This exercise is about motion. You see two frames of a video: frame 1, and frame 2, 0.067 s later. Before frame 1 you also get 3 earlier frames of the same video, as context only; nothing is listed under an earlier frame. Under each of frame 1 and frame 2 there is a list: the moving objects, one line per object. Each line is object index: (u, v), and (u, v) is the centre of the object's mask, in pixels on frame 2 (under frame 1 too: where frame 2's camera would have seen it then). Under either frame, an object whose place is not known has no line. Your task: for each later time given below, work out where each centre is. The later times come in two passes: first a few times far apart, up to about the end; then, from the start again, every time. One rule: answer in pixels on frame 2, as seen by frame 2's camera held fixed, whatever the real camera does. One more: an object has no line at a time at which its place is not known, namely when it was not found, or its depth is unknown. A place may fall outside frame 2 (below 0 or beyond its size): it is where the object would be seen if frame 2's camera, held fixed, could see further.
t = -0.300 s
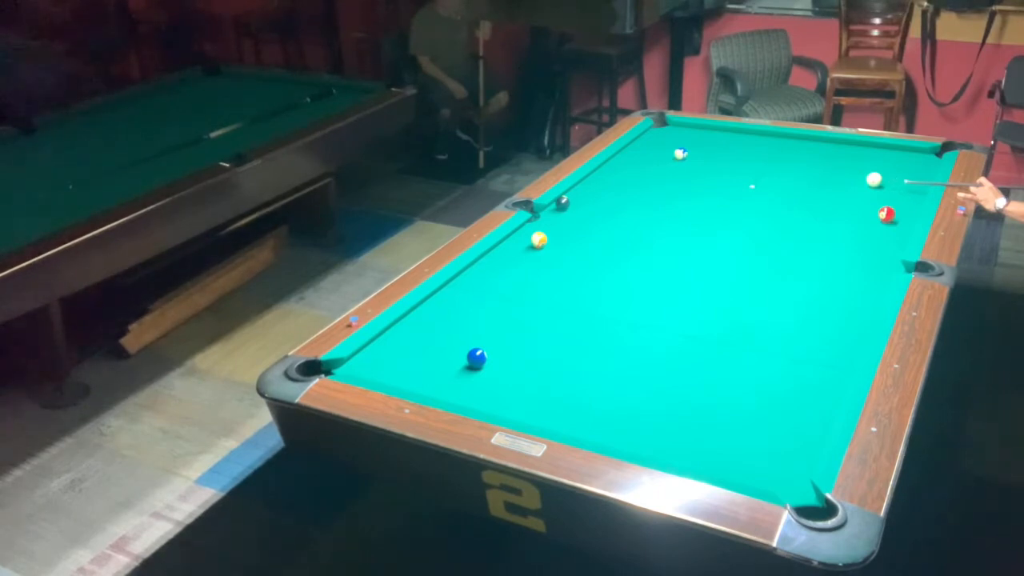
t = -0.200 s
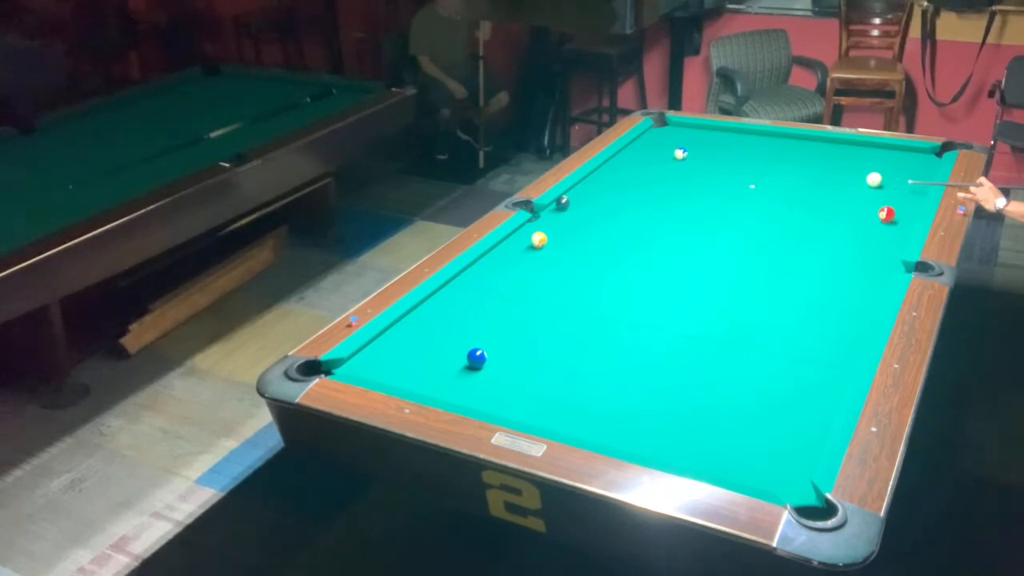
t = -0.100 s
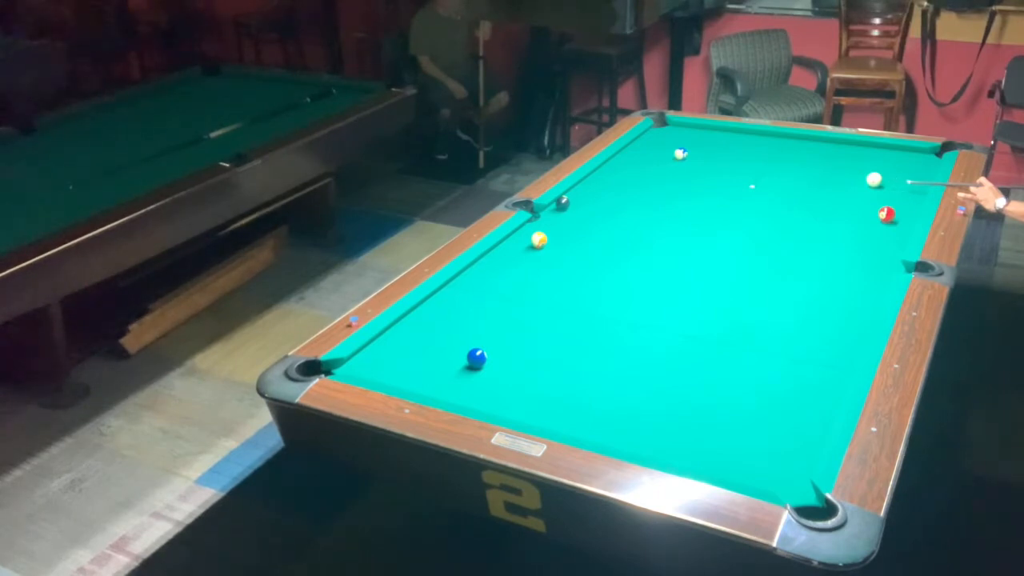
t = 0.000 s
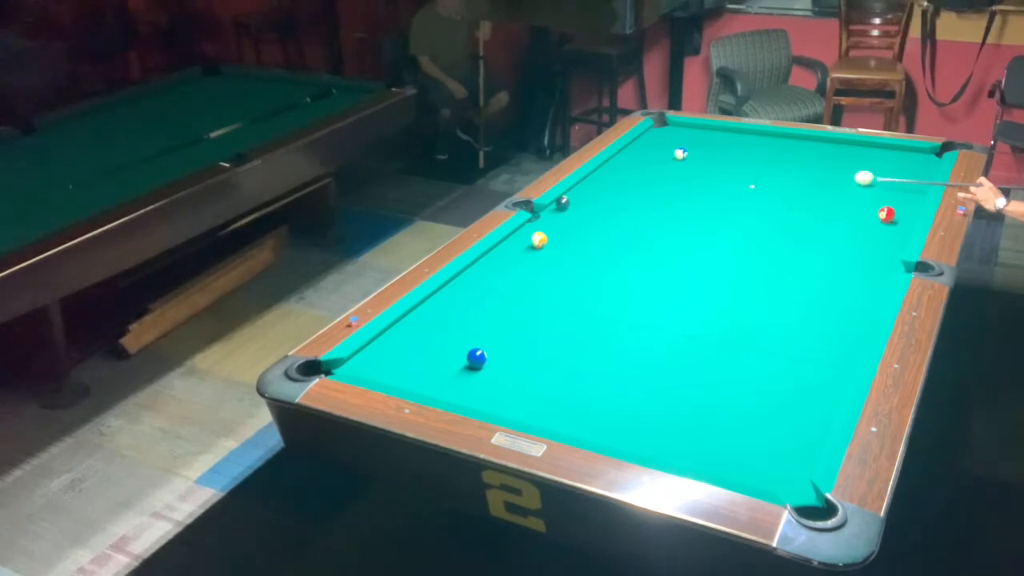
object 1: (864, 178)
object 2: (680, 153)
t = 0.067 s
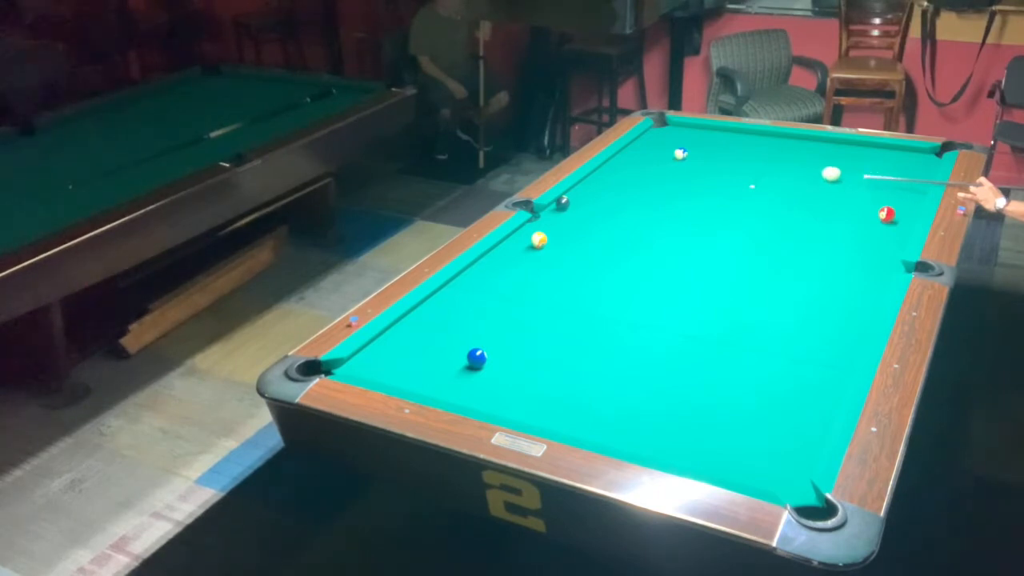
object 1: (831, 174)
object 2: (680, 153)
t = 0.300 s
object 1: (740, 162)
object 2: (680, 153)
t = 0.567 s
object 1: (683, 157)
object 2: (650, 146)
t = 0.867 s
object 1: (651, 158)
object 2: (663, 144)
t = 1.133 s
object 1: (625, 159)
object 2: (696, 146)
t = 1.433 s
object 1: (620, 162)
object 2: (735, 148)
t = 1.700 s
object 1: (629, 166)
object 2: (768, 149)
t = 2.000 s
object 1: (640, 171)
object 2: (804, 151)
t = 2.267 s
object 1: (649, 174)
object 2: (835, 152)
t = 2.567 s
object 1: (658, 178)
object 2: (870, 154)
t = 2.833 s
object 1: (665, 180)
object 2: (899, 155)
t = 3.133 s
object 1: (672, 183)
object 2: (928, 157)
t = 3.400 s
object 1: (678, 185)
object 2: (923, 156)
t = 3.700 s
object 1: (682, 187)
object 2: (908, 153)
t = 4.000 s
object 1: (684, 189)
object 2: (894, 150)
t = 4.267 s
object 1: (685, 190)
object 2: (882, 149)
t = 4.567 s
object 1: (685, 190)
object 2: (873, 147)
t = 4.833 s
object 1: (685, 190)
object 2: (867, 146)
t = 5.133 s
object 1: (685, 190)
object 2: (861, 145)
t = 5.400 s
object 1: (685, 190)
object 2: (856, 145)
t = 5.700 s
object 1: (685, 190)
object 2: (853, 143)
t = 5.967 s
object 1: (685, 190)
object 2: (851, 143)
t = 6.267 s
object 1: (685, 190)
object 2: (850, 144)
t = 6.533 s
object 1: (685, 190)
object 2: (850, 144)
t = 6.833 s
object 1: (685, 190)
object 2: (850, 144)
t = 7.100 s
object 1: (685, 190)
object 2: (850, 144)
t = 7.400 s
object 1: (685, 190)
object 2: (850, 144)
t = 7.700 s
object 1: (685, 190)
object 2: (850, 144)
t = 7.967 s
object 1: (685, 190)
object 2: (850, 144)
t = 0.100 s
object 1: (816, 172)
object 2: (680, 153)
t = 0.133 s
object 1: (802, 170)
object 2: (680, 153)
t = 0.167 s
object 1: (788, 168)
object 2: (680, 153)
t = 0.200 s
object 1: (776, 167)
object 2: (680, 153)
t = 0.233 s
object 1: (763, 165)
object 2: (680, 153)
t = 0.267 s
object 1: (751, 163)
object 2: (680, 153)
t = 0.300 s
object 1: (740, 162)
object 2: (680, 153)
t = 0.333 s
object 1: (728, 160)
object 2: (680, 153)
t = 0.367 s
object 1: (716, 159)
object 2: (680, 153)
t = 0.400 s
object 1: (705, 157)
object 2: (680, 153)
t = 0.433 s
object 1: (694, 156)
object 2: (679, 153)
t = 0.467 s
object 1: (691, 156)
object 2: (672, 151)
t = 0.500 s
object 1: (688, 156)
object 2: (664, 149)
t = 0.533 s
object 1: (686, 157)
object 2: (657, 148)
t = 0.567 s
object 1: (683, 157)
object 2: (650, 146)
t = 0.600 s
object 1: (679, 157)
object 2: (643, 145)
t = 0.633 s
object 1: (676, 157)
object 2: (637, 144)
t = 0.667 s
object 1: (672, 158)
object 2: (635, 144)
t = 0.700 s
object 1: (668, 158)
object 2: (640, 144)
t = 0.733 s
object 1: (665, 158)
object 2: (645, 144)
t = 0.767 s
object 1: (661, 158)
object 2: (650, 144)
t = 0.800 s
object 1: (658, 158)
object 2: (654, 143)
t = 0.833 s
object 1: (654, 159)
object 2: (658, 144)
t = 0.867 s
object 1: (651, 158)
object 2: (663, 144)
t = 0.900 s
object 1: (648, 158)
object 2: (666, 144)
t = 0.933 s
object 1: (644, 159)
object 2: (670, 145)
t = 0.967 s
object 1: (641, 159)
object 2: (675, 145)
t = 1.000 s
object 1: (638, 159)
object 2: (679, 145)
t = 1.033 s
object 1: (634, 159)
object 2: (684, 146)
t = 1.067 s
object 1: (631, 159)
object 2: (688, 145)
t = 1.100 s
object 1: (628, 159)
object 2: (693, 146)
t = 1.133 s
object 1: (625, 159)
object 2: (696, 146)
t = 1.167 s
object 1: (621, 159)
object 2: (701, 146)
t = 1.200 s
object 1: (618, 159)
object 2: (705, 146)
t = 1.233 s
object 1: (615, 160)
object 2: (709, 147)
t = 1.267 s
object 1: (614, 160)
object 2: (713, 147)
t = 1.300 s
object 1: (615, 160)
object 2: (717, 147)
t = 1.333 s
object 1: (616, 161)
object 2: (722, 147)
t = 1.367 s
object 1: (617, 161)
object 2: (727, 148)
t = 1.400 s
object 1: (618, 162)
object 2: (731, 148)
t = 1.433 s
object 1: (620, 162)
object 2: (735, 148)
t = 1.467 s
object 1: (621, 163)
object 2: (738, 148)
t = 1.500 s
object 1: (622, 163)
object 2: (743, 148)
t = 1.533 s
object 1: (624, 164)
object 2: (746, 148)
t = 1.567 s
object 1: (625, 164)
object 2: (751, 148)
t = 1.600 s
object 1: (626, 165)
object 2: (755, 148)
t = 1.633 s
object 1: (627, 166)
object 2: (759, 149)
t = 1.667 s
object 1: (628, 166)
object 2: (764, 149)
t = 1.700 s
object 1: (629, 166)
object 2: (768, 149)
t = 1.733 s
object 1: (631, 167)
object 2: (773, 149)
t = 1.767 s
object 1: (632, 167)
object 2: (776, 150)
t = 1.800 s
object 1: (633, 168)
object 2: (780, 151)
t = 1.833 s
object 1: (634, 168)
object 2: (784, 151)
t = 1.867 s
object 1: (635, 169)
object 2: (787, 150)
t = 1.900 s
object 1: (637, 169)
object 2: (792, 150)
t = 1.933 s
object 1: (638, 170)
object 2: (795, 150)
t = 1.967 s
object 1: (639, 170)
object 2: (799, 150)
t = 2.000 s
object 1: (640, 171)
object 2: (804, 151)
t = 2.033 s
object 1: (641, 171)
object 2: (808, 151)
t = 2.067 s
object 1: (642, 172)
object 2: (813, 151)
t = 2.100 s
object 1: (644, 172)
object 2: (817, 152)
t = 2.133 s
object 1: (644, 172)
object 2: (821, 152)
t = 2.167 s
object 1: (646, 173)
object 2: (824, 153)
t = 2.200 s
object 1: (647, 173)
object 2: (828, 153)
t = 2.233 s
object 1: (648, 174)
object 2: (831, 152)
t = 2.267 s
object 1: (649, 174)
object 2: (835, 152)
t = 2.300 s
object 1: (650, 174)
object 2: (838, 152)
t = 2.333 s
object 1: (651, 175)
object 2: (842, 153)
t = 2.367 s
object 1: (652, 175)
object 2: (847, 152)
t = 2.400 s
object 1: (653, 176)
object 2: (851, 153)
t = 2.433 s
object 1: (654, 176)
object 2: (855, 153)
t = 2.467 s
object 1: (655, 176)
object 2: (859, 153)
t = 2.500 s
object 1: (656, 177)
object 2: (863, 154)
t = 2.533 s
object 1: (657, 177)
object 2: (866, 154)
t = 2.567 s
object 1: (658, 178)
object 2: (870, 154)
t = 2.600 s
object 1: (659, 178)
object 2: (873, 154)
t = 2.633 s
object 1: (660, 178)
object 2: (877, 154)
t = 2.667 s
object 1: (661, 179)
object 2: (880, 154)
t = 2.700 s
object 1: (662, 179)
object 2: (884, 155)
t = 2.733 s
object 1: (663, 179)
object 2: (887, 155)
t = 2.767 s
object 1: (663, 179)
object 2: (890, 155)
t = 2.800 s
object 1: (664, 180)
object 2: (895, 155)
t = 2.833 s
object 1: (665, 180)
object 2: (899, 155)
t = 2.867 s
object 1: (666, 181)
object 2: (903, 156)
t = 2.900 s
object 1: (667, 181)
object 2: (906, 156)
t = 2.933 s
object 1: (668, 181)
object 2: (909, 157)
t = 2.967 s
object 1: (669, 181)
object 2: (913, 157)
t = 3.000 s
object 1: (669, 182)
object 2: (916, 157)
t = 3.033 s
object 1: (670, 182)
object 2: (919, 157)
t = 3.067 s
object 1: (671, 183)
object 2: (922, 157)
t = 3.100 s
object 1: (672, 183)
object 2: (925, 157)
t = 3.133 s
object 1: (672, 183)
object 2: (928, 157)
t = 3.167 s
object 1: (673, 184)
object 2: (931, 157)
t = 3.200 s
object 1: (674, 184)
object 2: (934, 157)
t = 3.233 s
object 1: (675, 184)
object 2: (932, 157)
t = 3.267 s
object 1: (675, 184)
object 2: (930, 157)
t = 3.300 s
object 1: (676, 184)
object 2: (929, 157)
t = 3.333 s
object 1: (677, 185)
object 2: (927, 156)
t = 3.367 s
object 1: (677, 185)
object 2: (925, 156)
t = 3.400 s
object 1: (678, 185)
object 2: (923, 156)
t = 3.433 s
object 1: (679, 185)
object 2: (922, 156)
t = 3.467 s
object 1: (679, 185)
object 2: (920, 156)
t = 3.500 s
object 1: (680, 186)
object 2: (918, 155)
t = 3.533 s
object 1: (680, 186)
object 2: (916, 154)
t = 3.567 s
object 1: (681, 186)
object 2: (915, 154)
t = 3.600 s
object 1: (681, 186)
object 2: (913, 154)
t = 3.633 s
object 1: (682, 187)
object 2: (912, 153)
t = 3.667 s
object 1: (682, 187)
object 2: (910, 153)
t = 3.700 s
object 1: (682, 187)
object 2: (908, 153)
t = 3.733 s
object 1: (682, 187)
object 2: (906, 153)
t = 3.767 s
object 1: (683, 187)
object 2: (905, 153)
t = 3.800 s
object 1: (683, 188)
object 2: (903, 152)
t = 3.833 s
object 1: (683, 188)
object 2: (901, 152)
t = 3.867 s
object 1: (683, 188)
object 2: (900, 152)
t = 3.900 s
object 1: (684, 188)
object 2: (899, 151)
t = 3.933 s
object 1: (684, 188)
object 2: (897, 151)
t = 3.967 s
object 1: (684, 188)
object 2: (895, 150)
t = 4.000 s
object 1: (684, 189)
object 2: (894, 150)
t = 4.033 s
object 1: (684, 189)
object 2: (892, 150)
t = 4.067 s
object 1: (684, 189)
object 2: (891, 150)
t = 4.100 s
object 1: (684, 189)
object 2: (889, 149)
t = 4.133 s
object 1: (685, 189)
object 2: (887, 149)
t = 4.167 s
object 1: (685, 189)
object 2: (886, 149)
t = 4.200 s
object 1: (685, 189)
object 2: (885, 149)
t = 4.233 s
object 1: (685, 190)
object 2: (884, 148)
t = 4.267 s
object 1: (685, 190)
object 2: (882, 149)
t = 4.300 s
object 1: (685, 190)
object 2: (881, 148)
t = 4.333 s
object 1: (685, 190)
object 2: (881, 148)
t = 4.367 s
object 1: (685, 190)
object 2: (880, 148)
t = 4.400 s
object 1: (685, 190)
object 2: (879, 148)
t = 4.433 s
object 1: (685, 190)
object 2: (878, 148)
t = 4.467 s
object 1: (685, 190)
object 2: (877, 147)
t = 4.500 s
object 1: (685, 190)
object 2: (876, 147)
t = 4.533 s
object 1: (685, 190)
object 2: (875, 147)
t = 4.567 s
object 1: (685, 190)
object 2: (873, 147)
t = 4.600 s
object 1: (685, 190)
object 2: (873, 147)
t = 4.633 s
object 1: (685, 190)
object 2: (872, 147)
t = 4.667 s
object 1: (685, 190)
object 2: (871, 146)
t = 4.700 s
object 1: (685, 190)
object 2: (870, 146)
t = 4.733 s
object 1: (685, 190)
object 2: (870, 146)
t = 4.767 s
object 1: (685, 190)
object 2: (869, 146)
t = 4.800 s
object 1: (685, 190)
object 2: (868, 146)
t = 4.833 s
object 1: (685, 190)
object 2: (867, 146)
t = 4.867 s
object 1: (685, 190)
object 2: (866, 146)
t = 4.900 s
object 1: (685, 190)
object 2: (865, 146)
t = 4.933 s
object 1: (685, 190)
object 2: (865, 145)
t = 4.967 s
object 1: (685, 190)
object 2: (864, 146)
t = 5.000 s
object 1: (685, 190)
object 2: (864, 146)
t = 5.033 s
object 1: (685, 190)
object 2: (863, 146)
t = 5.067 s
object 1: (685, 190)
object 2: (862, 146)
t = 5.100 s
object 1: (685, 190)
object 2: (861, 146)
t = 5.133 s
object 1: (685, 190)
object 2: (861, 145)
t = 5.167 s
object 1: (685, 190)
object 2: (860, 145)
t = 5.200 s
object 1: (685, 190)
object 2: (859, 145)
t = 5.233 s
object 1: (685, 190)
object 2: (859, 145)
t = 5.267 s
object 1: (685, 190)
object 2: (858, 145)
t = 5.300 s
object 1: (685, 190)
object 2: (858, 145)
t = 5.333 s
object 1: (685, 190)
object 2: (857, 145)
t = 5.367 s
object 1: (685, 190)
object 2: (857, 145)
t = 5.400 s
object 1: (685, 190)
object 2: (856, 145)
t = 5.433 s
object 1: (685, 190)
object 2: (856, 144)
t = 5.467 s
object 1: (685, 190)
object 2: (855, 144)
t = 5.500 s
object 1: (685, 190)
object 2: (855, 144)
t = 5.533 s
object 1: (685, 190)
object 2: (855, 144)
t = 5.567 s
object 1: (685, 190)
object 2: (854, 144)
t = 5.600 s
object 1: (685, 190)
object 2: (854, 144)
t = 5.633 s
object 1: (685, 190)
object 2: (854, 143)
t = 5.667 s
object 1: (685, 190)
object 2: (853, 143)
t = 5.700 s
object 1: (685, 190)
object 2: (853, 143)
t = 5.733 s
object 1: (685, 190)
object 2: (853, 143)
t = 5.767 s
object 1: (685, 190)
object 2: (852, 143)
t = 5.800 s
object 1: (685, 190)
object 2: (852, 143)
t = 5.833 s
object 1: (685, 190)
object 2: (852, 143)
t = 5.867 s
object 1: (685, 190)
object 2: (852, 143)
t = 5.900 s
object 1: (685, 190)
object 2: (852, 143)
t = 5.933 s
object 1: (685, 190)
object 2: (851, 143)
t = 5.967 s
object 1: (685, 190)
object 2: (851, 143)
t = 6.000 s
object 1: (685, 190)
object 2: (851, 143)
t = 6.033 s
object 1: (685, 190)
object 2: (851, 143)
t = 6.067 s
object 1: (685, 190)
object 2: (851, 143)
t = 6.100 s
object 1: (685, 190)
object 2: (851, 143)
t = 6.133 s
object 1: (685, 190)
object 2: (851, 143)
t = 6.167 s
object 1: (685, 190)
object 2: (850, 144)
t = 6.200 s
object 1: (685, 190)
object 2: (850, 144)
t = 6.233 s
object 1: (685, 190)
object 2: (850, 144)
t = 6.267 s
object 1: (685, 190)
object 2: (850, 144)
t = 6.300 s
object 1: (685, 190)
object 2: (850, 144)
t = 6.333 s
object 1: (685, 190)
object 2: (850, 144)
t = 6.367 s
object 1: (685, 190)
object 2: (850, 144)
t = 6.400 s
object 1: (685, 190)
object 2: (850, 144)
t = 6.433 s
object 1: (685, 190)
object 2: (850, 144)
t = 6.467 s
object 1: (685, 190)
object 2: (850, 144)
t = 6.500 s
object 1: (685, 190)
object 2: (850, 144)
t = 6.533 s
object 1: (685, 190)
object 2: (850, 144)
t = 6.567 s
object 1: (685, 190)
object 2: (850, 144)
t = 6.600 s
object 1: (685, 190)
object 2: (850, 144)
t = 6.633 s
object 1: (685, 190)
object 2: (850, 144)
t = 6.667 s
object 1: (685, 190)
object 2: (850, 144)
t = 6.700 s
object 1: (685, 190)
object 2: (850, 144)
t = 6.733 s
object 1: (685, 190)
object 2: (850, 144)
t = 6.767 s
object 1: (685, 190)
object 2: (850, 144)
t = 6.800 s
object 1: (685, 190)
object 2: (850, 144)
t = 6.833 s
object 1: (685, 190)
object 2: (850, 144)
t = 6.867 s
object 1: (685, 190)
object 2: (850, 144)
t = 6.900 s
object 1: (685, 190)
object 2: (850, 144)
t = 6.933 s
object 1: (685, 190)
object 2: (850, 144)
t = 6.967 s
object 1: (685, 190)
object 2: (850, 144)
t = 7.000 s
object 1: (685, 190)
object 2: (850, 144)
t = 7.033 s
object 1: (685, 190)
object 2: (850, 144)
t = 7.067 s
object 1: (685, 190)
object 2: (850, 144)
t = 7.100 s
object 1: (685, 190)
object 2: (850, 144)
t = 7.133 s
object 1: (685, 190)
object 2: (850, 144)
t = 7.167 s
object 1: (685, 190)
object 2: (850, 144)
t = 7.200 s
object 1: (685, 190)
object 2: (850, 144)
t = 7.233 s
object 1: (685, 190)
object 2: (850, 144)
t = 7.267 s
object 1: (685, 190)
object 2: (850, 144)
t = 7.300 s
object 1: (685, 190)
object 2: (850, 144)
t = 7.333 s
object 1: (685, 190)
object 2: (850, 144)
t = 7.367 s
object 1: (685, 190)
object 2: (850, 144)
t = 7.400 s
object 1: (685, 190)
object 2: (850, 144)
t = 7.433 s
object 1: (685, 190)
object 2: (850, 144)
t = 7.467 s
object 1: (685, 190)
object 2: (850, 144)
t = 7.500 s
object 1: (685, 190)
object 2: (850, 144)
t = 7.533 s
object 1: (685, 190)
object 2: (850, 144)
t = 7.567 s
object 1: (685, 190)
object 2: (850, 144)
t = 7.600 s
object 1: (685, 190)
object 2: (850, 144)
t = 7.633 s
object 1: (685, 190)
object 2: (850, 144)
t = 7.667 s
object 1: (685, 190)
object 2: (850, 144)
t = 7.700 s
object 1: (685, 190)
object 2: (850, 144)
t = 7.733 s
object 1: (685, 190)
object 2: (850, 144)
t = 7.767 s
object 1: (685, 190)
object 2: (850, 144)
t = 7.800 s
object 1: (685, 190)
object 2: (850, 144)
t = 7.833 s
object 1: (685, 190)
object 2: (850, 144)
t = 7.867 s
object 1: (685, 190)
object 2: (850, 144)
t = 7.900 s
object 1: (685, 190)
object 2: (850, 144)
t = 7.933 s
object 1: (685, 190)
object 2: (850, 144)
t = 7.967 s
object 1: (685, 190)
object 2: (850, 144)
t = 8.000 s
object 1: (685, 190)
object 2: (850, 144)
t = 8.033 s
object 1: (685, 190)
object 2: (850, 144)
